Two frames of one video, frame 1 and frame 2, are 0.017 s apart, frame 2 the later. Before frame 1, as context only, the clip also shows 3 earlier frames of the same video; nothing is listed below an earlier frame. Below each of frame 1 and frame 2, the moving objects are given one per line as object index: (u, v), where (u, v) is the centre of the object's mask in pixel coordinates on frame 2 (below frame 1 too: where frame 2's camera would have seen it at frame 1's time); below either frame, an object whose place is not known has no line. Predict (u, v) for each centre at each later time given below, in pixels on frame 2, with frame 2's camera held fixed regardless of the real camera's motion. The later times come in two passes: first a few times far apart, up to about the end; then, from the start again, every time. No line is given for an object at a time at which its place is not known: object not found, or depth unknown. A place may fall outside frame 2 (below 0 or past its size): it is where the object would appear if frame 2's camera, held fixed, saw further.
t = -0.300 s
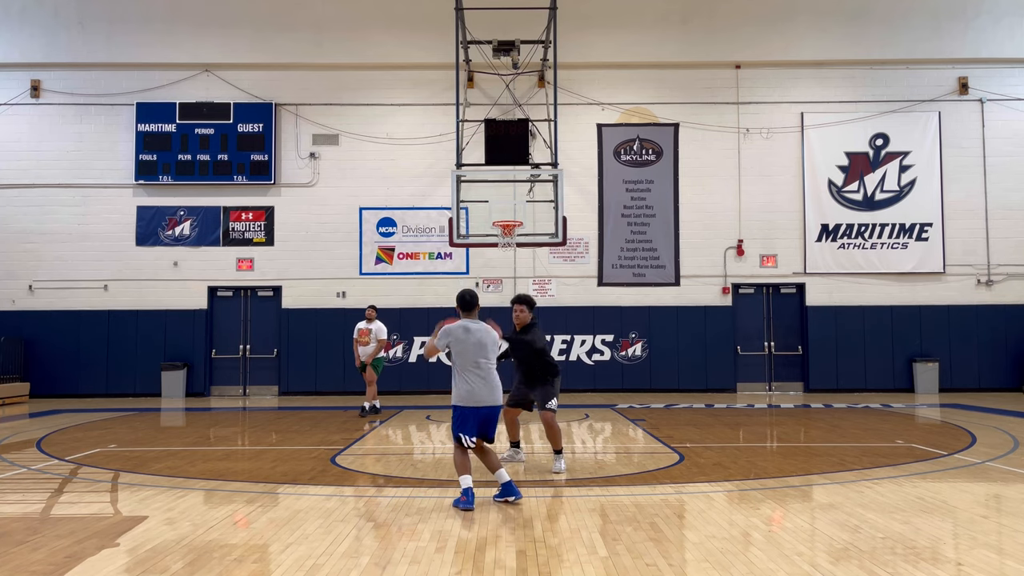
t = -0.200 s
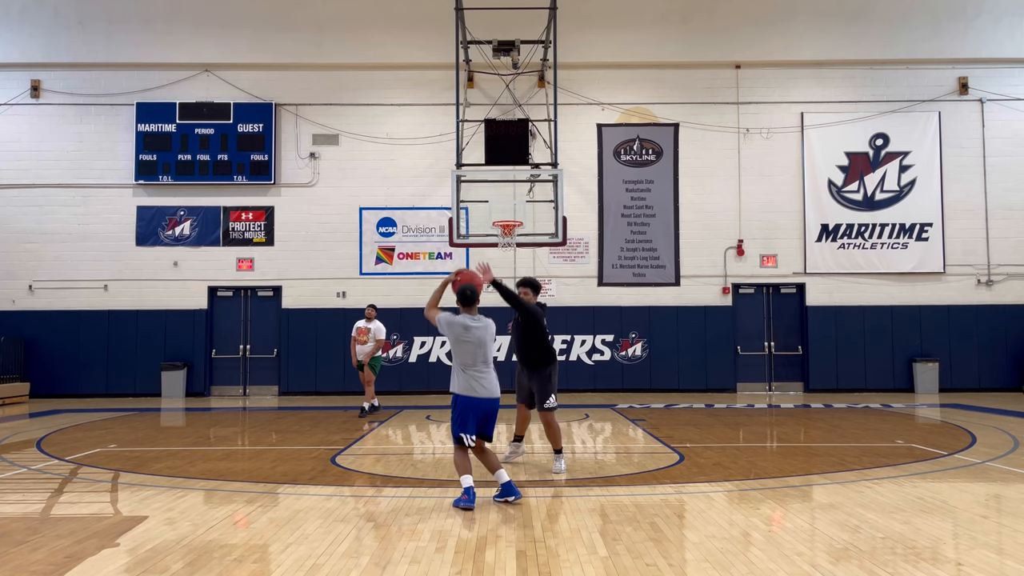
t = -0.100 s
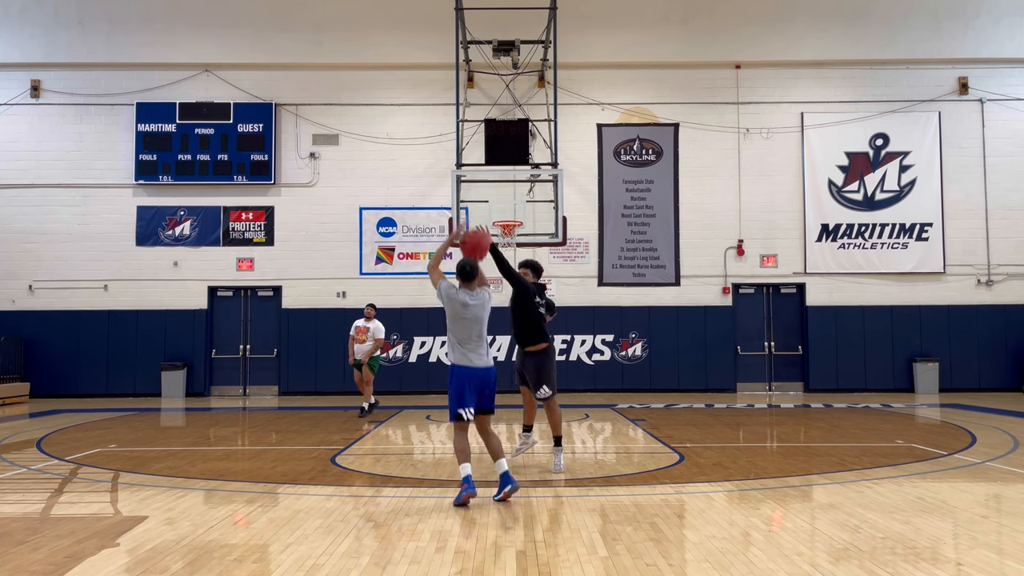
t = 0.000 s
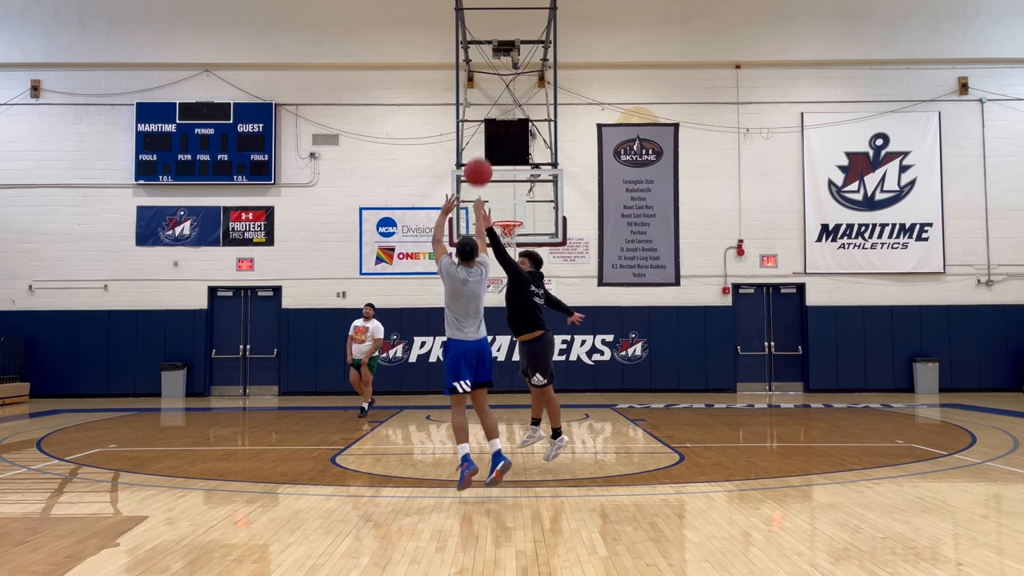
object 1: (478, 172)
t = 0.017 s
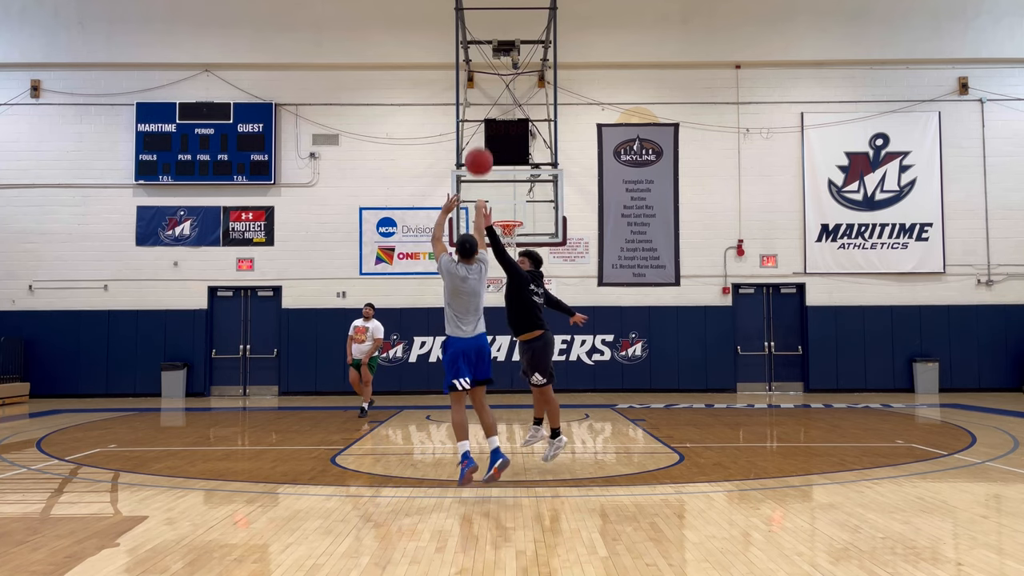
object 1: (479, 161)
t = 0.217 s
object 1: (486, 74)
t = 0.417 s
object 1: (492, 42)
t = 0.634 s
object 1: (497, 49)
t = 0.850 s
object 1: (502, 86)
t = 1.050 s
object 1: (506, 142)
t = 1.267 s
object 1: (509, 216)
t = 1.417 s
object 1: (503, 234)
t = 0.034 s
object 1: (480, 151)
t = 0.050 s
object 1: (481, 141)
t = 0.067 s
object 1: (481, 133)
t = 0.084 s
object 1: (482, 125)
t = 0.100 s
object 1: (482, 117)
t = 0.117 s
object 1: (483, 109)
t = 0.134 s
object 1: (483, 102)
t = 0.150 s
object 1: (484, 96)
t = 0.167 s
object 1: (485, 90)
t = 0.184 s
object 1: (485, 84)
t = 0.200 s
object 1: (485, 79)
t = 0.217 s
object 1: (486, 74)
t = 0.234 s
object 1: (487, 70)
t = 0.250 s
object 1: (487, 65)
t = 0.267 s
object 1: (488, 61)
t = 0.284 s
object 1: (488, 58)
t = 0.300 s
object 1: (489, 55)
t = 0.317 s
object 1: (489, 53)
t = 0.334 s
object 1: (490, 50)
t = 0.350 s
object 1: (491, 48)
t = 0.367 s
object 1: (491, 46)
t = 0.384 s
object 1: (492, 45)
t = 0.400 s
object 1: (492, 43)
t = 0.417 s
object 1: (492, 42)
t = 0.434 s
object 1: (493, 41)
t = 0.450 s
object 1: (493, 40)
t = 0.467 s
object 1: (494, 40)
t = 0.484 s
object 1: (494, 40)
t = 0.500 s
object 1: (495, 40)
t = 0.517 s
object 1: (495, 41)
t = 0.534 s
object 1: (495, 41)
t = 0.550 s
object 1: (496, 42)
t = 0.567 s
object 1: (496, 43)
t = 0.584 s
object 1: (496, 44)
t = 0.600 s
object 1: (497, 45)
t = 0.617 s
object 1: (497, 47)
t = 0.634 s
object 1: (497, 49)
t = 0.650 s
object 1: (498, 50)
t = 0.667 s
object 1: (498, 52)
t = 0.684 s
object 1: (499, 55)
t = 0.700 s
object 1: (499, 57)
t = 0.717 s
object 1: (499, 60)
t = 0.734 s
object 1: (500, 62)
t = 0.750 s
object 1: (500, 65)
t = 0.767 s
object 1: (500, 69)
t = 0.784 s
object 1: (501, 72)
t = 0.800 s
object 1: (501, 75)
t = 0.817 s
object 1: (502, 79)
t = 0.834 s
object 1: (502, 82)
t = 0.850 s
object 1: (502, 86)
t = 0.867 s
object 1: (502, 90)
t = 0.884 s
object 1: (503, 94)
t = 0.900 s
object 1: (503, 98)
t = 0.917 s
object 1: (503, 103)
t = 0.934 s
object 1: (503, 107)
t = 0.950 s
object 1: (504, 112)
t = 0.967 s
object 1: (504, 117)
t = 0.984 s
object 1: (504, 122)
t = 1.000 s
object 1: (505, 127)
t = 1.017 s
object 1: (505, 131)
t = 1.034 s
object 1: (505, 137)
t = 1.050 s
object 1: (506, 142)
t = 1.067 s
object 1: (506, 148)
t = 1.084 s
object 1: (506, 153)
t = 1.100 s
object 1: (507, 158)
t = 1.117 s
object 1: (507, 163)
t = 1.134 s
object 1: (507, 169)
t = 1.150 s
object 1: (507, 176)
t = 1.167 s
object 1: (508, 181)
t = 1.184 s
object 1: (508, 188)
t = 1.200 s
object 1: (508, 194)
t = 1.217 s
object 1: (508, 200)
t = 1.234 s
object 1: (509, 206)
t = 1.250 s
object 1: (509, 212)
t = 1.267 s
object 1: (509, 216)
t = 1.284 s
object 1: (509, 217)
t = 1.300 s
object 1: (510, 218)
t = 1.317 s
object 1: (509, 221)
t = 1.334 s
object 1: (510, 225)
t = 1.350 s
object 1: (509, 228)
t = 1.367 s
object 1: (508, 229)
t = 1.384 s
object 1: (507, 230)
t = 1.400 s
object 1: (507, 231)
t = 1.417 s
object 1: (503, 234)
